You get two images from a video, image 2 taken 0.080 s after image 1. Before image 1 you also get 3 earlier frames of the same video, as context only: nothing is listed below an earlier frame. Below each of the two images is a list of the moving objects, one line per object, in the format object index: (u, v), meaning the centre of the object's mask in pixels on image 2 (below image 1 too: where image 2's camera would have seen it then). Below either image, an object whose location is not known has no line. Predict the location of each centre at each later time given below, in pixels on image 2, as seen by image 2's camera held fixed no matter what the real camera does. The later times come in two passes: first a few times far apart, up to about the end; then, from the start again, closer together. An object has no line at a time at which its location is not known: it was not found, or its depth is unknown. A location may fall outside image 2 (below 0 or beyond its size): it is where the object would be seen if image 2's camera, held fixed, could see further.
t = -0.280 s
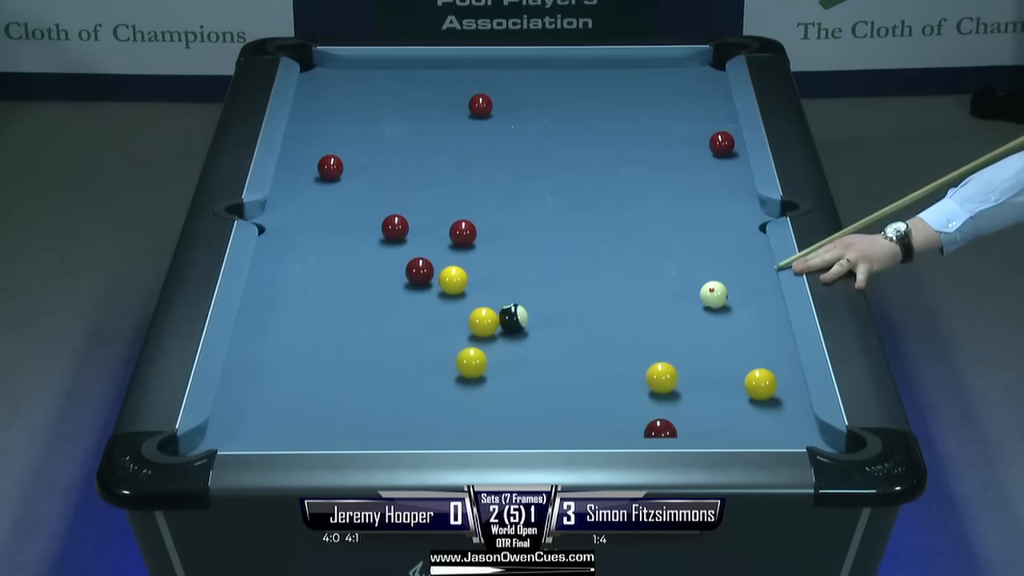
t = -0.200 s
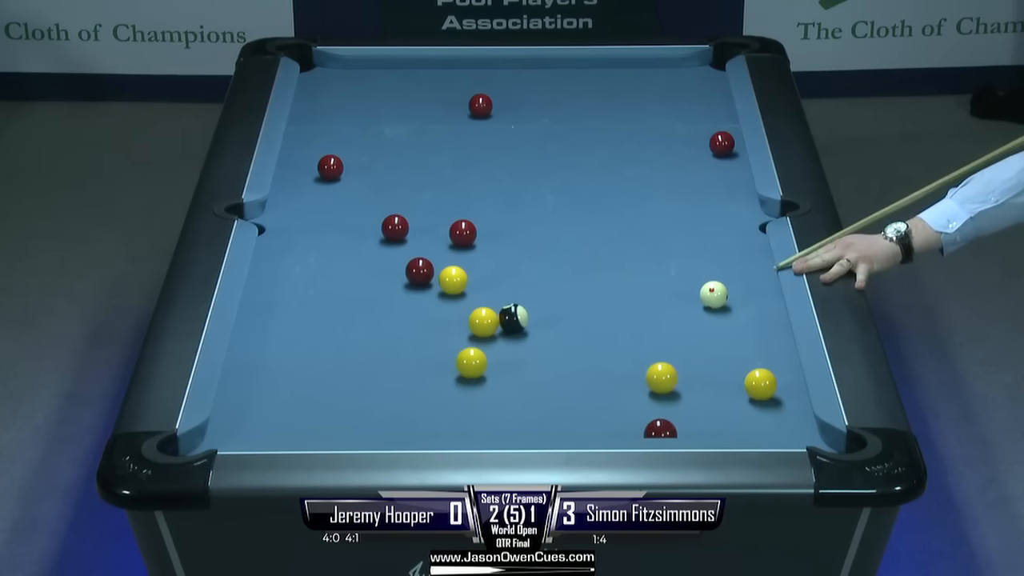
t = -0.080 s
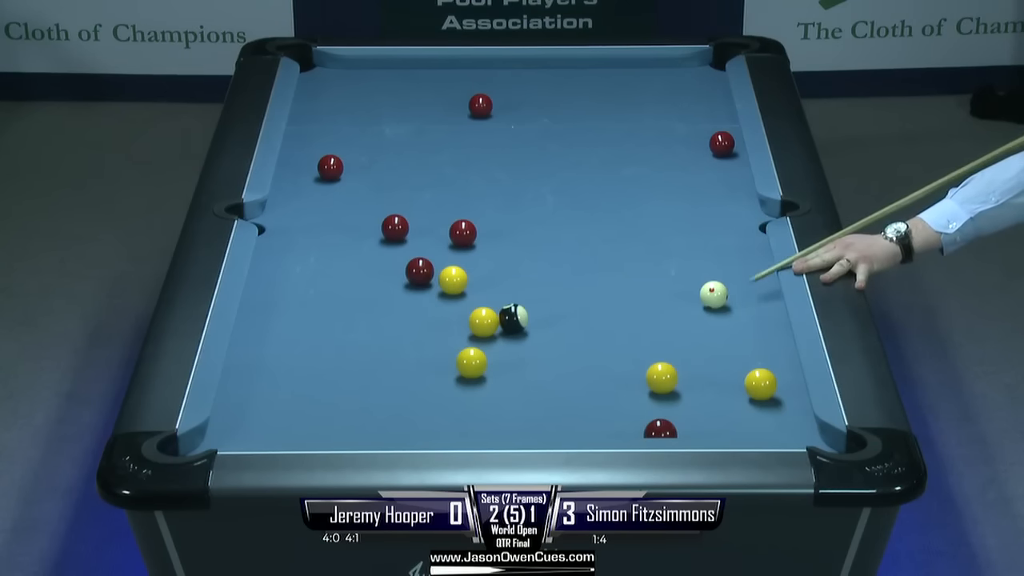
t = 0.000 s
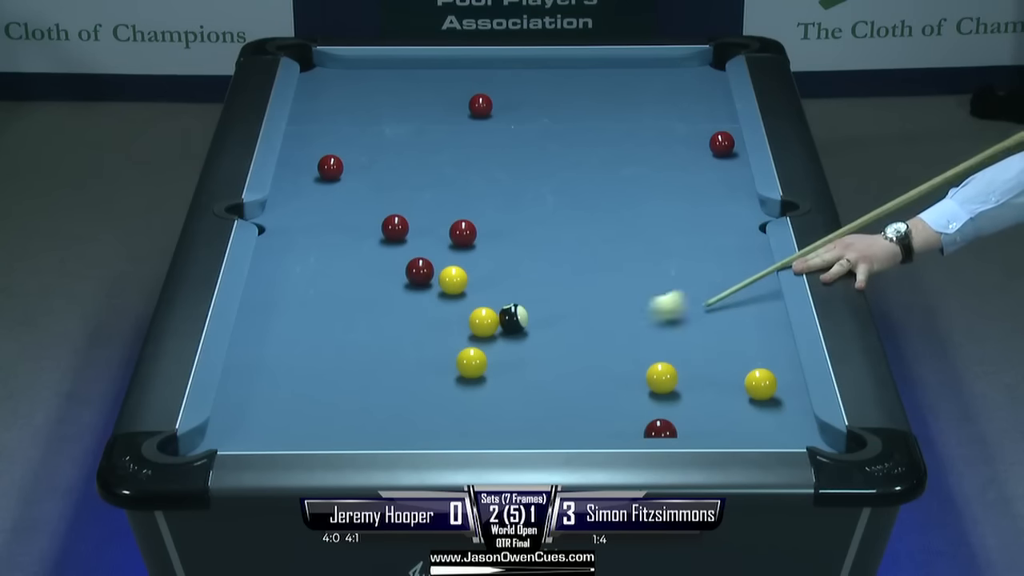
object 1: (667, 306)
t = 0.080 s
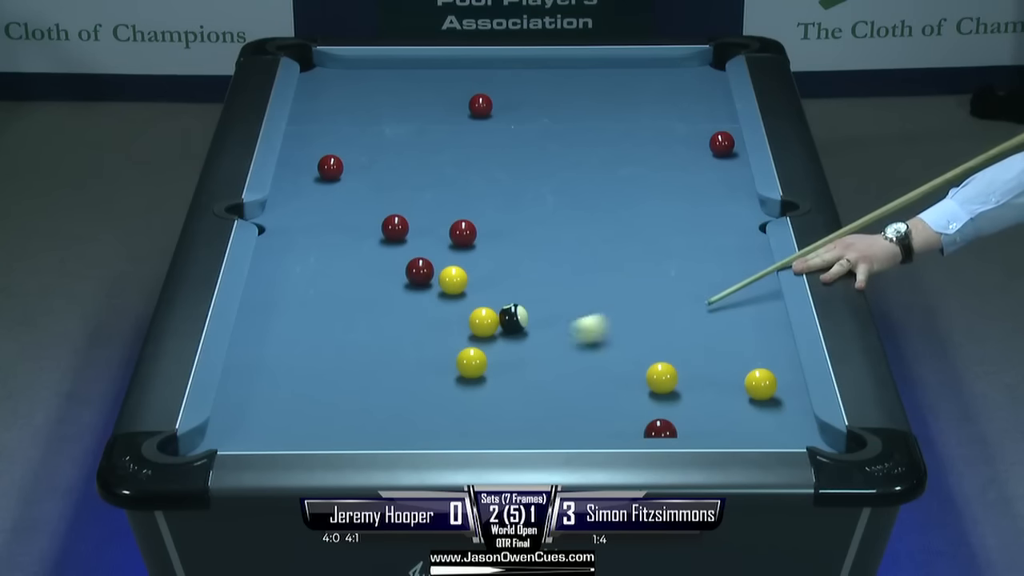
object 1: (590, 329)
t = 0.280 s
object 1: (502, 355)
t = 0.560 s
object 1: (517, 353)
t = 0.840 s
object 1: (527, 352)
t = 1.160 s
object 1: (535, 350)
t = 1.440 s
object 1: (538, 350)
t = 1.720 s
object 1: (538, 349)
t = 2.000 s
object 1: (538, 349)
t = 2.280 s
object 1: (538, 350)
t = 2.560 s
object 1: (538, 350)
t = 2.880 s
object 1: (538, 349)
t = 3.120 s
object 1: (538, 350)
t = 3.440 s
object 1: (538, 350)
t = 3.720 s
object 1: (538, 350)
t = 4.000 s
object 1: (538, 350)
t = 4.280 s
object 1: (538, 350)
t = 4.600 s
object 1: (538, 350)
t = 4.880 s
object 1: (538, 350)
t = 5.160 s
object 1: (538, 350)
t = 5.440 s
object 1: (537, 350)
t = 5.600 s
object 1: (536, 348)
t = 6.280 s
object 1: (538, 350)
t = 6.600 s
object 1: (538, 350)
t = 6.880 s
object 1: (538, 349)
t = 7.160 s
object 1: (538, 350)
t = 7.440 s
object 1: (538, 350)
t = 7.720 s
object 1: (538, 350)
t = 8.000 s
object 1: (538, 350)
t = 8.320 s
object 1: (538, 350)
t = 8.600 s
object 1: (538, 350)
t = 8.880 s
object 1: (538, 350)
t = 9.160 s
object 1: (538, 349)
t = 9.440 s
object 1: (538, 349)
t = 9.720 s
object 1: (538, 350)
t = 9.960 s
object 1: (538, 350)
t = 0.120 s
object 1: (553, 340)
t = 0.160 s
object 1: (517, 350)
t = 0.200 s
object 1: (497, 355)
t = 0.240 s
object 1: (500, 356)
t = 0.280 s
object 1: (502, 355)
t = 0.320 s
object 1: (504, 355)
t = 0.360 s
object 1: (507, 355)
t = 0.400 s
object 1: (509, 354)
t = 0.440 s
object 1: (511, 354)
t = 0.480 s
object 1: (513, 354)
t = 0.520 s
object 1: (515, 353)
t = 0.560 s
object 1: (517, 353)
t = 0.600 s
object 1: (519, 353)
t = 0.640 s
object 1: (520, 353)
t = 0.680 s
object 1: (522, 352)
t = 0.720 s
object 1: (523, 352)
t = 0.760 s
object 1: (525, 352)
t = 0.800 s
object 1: (526, 352)
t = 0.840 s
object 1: (527, 352)
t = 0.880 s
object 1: (528, 351)
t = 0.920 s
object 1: (529, 351)
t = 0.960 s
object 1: (530, 351)
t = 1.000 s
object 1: (531, 351)
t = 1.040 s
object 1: (532, 350)
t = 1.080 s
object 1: (533, 350)
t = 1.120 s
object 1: (534, 351)
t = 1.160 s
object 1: (535, 350)
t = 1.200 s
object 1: (535, 350)
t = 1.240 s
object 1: (536, 350)
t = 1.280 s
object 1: (536, 350)
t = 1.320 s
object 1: (537, 350)
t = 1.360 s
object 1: (537, 350)
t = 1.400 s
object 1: (538, 350)
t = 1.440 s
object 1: (538, 350)
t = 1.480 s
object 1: (538, 350)
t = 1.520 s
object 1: (538, 350)
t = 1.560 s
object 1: (538, 350)
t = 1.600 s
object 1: (539, 350)
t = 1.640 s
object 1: (539, 349)
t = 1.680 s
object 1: (539, 350)
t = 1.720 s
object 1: (538, 349)
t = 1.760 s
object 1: (538, 349)
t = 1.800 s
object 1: (538, 349)
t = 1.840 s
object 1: (538, 350)
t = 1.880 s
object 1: (538, 349)
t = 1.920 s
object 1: (538, 349)
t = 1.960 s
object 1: (538, 350)
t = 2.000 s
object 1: (538, 349)
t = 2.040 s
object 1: (538, 350)
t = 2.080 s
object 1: (538, 349)
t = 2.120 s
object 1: (538, 350)
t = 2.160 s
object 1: (538, 349)
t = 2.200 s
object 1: (538, 349)
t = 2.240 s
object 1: (538, 350)
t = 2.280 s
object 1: (538, 350)
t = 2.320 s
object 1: (538, 349)
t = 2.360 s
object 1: (538, 349)
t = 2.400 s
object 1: (538, 350)
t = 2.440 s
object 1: (538, 349)
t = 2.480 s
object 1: (538, 350)
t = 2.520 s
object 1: (538, 349)
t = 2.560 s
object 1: (538, 350)
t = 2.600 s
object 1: (538, 350)
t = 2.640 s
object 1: (538, 349)
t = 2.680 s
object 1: (538, 349)
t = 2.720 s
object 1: (538, 349)
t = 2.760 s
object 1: (538, 349)
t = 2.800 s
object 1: (538, 349)
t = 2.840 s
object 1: (538, 350)
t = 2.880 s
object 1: (538, 349)
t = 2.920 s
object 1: (538, 350)
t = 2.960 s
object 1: (538, 349)
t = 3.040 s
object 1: (538, 350)
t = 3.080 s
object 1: (538, 349)
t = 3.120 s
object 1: (538, 350)
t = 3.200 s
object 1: (538, 350)
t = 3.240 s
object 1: (538, 350)
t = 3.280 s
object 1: (538, 350)
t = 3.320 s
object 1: (538, 350)
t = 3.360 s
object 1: (538, 350)
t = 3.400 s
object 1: (538, 350)
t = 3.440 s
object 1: (538, 350)
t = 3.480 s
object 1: (538, 350)
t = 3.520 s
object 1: (538, 350)
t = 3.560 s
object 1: (538, 350)
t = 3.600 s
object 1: (538, 350)
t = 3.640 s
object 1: (538, 350)
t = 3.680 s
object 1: (538, 350)
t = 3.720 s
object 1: (538, 350)
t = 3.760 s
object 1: (538, 350)
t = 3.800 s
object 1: (538, 350)
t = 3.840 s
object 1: (538, 350)
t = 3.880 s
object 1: (538, 349)
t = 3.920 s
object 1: (538, 349)
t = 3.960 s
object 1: (538, 350)
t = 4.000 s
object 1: (538, 350)
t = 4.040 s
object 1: (538, 350)
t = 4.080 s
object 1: (538, 350)
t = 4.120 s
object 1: (538, 350)
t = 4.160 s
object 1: (538, 349)
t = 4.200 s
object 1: (538, 349)
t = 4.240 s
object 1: (538, 349)
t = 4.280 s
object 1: (538, 350)
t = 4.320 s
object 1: (538, 350)
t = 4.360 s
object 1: (538, 350)
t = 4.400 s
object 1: (538, 350)
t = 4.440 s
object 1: (538, 349)
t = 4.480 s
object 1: (538, 350)
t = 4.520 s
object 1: (538, 350)
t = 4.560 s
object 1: (538, 349)
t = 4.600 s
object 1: (538, 350)
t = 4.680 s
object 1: (538, 350)
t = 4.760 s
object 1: (538, 350)
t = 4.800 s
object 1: (538, 350)
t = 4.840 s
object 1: (538, 349)
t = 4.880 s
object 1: (538, 350)
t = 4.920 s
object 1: (538, 350)
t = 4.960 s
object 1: (538, 350)
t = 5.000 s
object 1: (538, 350)
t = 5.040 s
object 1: (538, 350)
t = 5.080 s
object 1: (538, 350)
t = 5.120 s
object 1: (538, 349)
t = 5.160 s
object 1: (538, 350)
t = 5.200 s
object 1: (538, 350)
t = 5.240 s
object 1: (538, 350)
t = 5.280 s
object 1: (538, 350)
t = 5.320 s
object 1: (538, 350)
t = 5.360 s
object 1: (538, 350)
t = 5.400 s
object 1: (538, 350)
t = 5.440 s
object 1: (537, 350)
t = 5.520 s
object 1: (542, 348)
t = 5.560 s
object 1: (538, 349)
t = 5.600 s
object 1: (536, 348)
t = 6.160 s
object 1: (538, 350)
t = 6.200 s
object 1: (538, 350)
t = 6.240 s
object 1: (538, 350)
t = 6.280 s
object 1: (538, 350)
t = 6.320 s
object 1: (538, 349)
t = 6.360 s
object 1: (538, 350)
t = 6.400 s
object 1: (538, 350)
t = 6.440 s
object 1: (538, 349)
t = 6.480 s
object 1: (538, 350)
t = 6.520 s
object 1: (538, 350)
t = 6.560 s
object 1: (538, 350)
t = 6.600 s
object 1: (538, 350)
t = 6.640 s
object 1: (538, 350)
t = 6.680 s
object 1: (538, 349)
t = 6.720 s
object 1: (538, 349)
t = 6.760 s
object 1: (538, 350)
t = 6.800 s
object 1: (538, 349)
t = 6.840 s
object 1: (538, 350)
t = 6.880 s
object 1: (538, 349)
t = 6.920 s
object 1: (538, 350)
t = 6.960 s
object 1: (538, 350)
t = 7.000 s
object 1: (538, 350)
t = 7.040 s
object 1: (538, 350)
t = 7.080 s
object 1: (538, 350)
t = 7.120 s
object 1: (538, 350)
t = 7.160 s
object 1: (538, 350)
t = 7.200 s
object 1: (538, 350)
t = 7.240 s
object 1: (538, 350)
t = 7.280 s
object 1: (538, 350)
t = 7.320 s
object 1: (538, 350)
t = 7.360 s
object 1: (538, 350)
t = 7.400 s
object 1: (538, 350)
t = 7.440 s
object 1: (538, 350)
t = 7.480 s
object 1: (538, 350)
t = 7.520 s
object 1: (538, 350)
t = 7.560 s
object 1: (538, 350)
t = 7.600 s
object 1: (538, 350)
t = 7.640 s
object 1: (538, 350)
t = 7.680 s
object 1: (538, 350)
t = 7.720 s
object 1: (538, 350)
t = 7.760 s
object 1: (538, 350)
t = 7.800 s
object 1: (538, 350)
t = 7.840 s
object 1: (538, 350)
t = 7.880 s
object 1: (538, 350)
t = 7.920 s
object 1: (538, 350)
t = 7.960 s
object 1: (538, 350)
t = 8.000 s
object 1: (538, 350)
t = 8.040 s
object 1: (538, 350)
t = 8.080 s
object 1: (538, 350)
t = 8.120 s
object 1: (538, 350)
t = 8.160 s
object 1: (538, 350)
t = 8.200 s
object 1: (538, 350)
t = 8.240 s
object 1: (538, 350)
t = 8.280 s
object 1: (538, 350)
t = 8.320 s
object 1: (538, 350)
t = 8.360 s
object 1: (538, 350)
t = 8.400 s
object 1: (538, 350)
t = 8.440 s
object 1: (538, 350)
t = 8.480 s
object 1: (538, 350)
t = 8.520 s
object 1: (538, 350)
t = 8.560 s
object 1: (538, 349)
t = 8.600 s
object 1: (538, 350)
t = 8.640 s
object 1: (538, 350)
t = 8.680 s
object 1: (538, 350)
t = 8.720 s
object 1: (538, 350)
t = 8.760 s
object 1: (538, 349)
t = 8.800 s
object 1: (538, 350)
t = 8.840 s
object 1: (538, 349)
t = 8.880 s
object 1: (538, 350)
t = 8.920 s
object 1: (538, 350)
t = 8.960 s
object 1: (538, 350)
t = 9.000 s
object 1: (538, 350)
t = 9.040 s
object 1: (538, 350)
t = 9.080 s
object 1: (538, 350)
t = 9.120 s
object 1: (538, 350)
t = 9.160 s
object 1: (538, 349)
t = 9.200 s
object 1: (538, 350)
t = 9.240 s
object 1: (538, 350)
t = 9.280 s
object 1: (538, 350)
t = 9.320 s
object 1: (538, 350)
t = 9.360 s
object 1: (538, 350)
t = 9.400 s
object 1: (538, 350)
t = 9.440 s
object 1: (538, 349)
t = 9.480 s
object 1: (538, 350)
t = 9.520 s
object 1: (538, 350)
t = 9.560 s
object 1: (538, 350)
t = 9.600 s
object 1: (538, 350)
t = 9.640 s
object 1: (538, 350)
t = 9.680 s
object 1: (538, 350)
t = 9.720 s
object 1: (538, 350)
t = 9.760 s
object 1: (538, 350)
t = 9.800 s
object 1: (538, 350)
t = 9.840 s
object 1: (538, 350)
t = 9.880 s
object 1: (538, 350)
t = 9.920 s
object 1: (538, 350)
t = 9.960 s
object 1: (538, 350)
